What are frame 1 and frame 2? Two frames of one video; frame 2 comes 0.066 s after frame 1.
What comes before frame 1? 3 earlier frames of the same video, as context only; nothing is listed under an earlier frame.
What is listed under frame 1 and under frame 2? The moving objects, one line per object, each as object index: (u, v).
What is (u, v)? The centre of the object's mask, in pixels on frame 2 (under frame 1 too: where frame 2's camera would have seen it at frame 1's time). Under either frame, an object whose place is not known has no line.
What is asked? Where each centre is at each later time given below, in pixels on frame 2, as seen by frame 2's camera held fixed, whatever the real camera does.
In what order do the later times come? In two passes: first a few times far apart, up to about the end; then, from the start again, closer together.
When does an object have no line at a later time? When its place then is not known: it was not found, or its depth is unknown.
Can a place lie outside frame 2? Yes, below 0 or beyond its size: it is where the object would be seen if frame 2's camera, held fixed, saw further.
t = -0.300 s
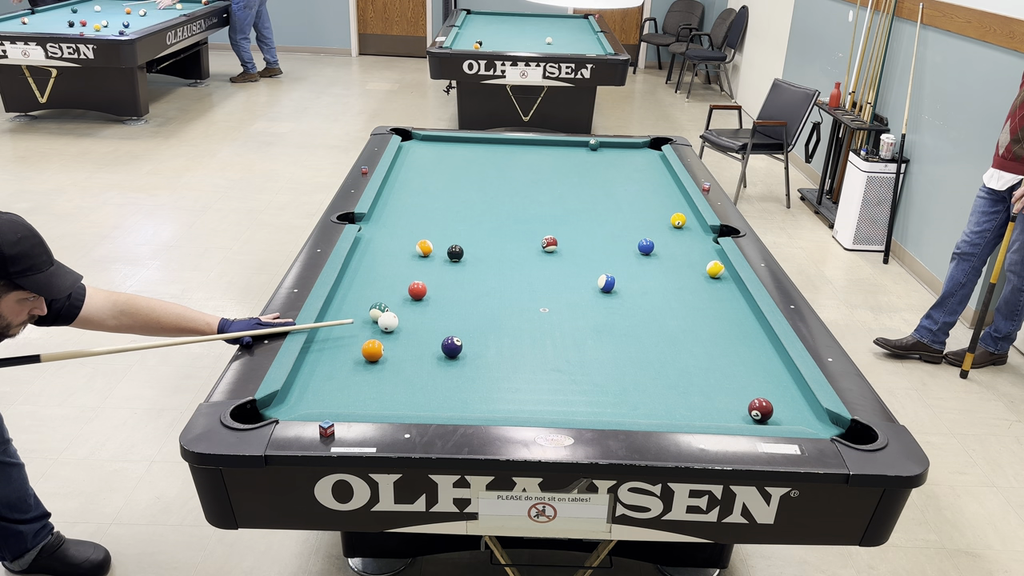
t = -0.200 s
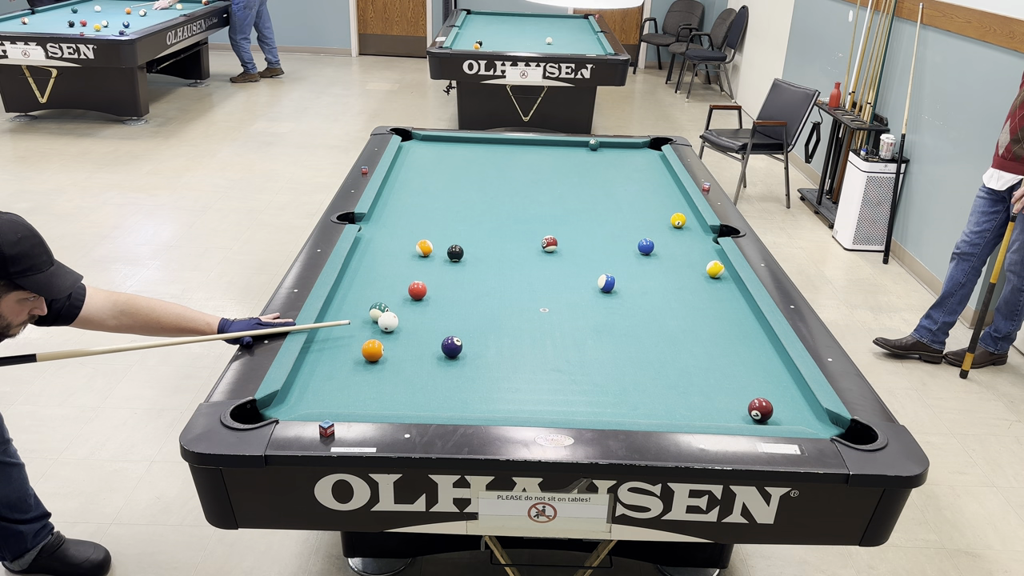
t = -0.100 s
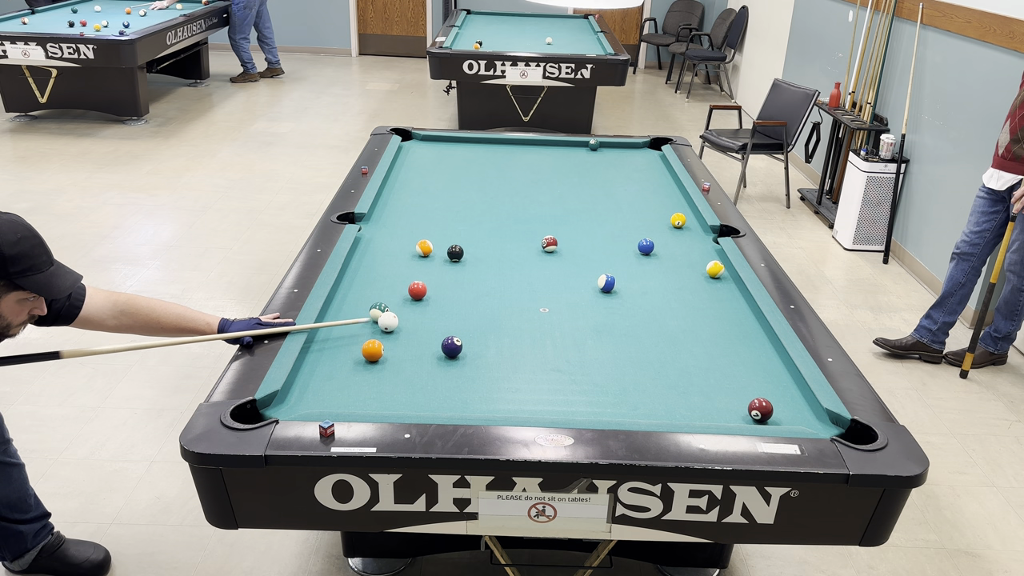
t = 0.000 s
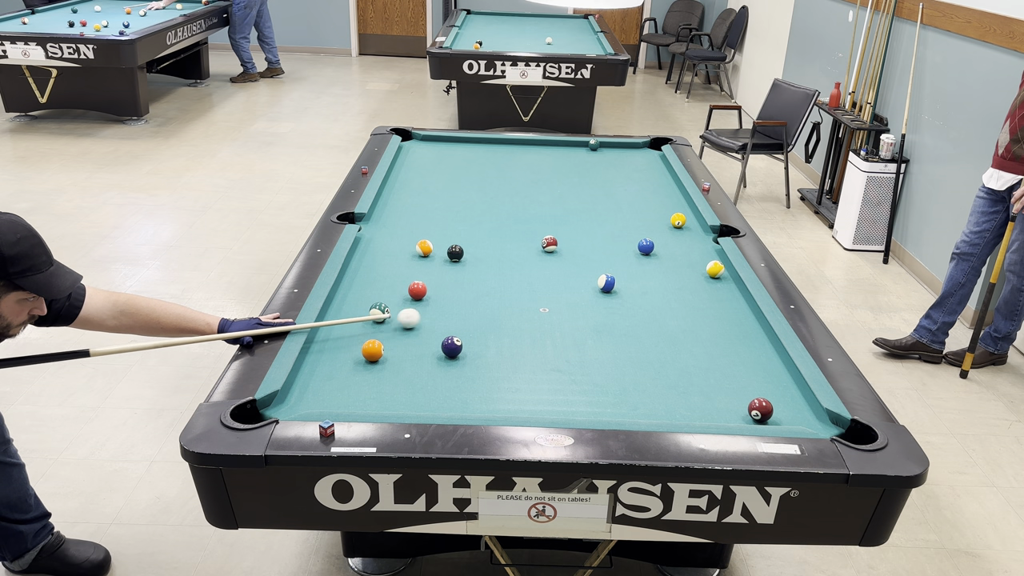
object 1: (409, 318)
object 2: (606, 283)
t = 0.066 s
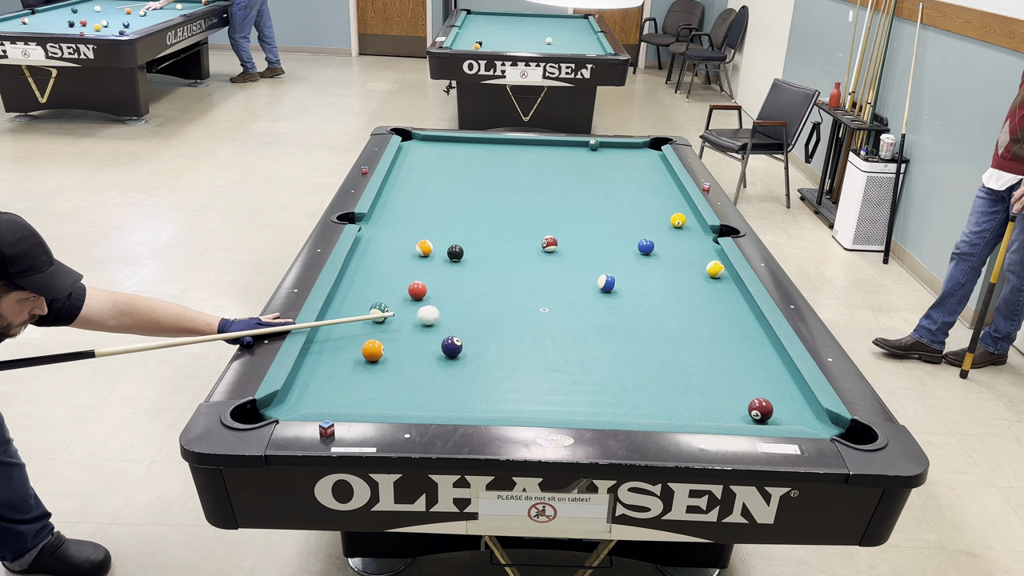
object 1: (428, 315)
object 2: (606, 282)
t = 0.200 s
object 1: (465, 309)
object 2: (606, 283)
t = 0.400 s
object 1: (518, 300)
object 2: (606, 283)
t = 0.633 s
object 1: (575, 291)
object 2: (606, 282)
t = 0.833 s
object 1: (609, 290)
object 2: (616, 276)
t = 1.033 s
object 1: (635, 294)
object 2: (630, 270)
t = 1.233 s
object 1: (660, 297)
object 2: (643, 263)
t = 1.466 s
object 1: (687, 301)
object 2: (657, 255)
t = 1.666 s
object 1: (710, 304)
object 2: (668, 249)
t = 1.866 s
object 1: (732, 306)
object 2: (678, 244)
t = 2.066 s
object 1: (750, 309)
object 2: (687, 239)
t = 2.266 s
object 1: (740, 310)
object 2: (695, 234)
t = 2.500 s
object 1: (729, 311)
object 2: (704, 229)
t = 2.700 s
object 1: (721, 311)
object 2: (704, 230)
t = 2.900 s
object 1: (713, 311)
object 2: (703, 232)
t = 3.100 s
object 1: (707, 311)
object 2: (702, 234)
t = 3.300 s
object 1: (702, 312)
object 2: (701, 235)
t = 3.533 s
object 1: (698, 312)
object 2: (700, 236)
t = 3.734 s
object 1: (695, 312)
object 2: (699, 237)
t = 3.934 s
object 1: (693, 312)
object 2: (699, 237)
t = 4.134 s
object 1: (692, 312)
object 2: (698, 237)
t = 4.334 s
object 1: (692, 312)
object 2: (698, 237)
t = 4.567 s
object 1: (692, 312)
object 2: (698, 238)
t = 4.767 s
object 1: (694, 314)
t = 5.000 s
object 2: (698, 238)
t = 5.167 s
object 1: (692, 312)
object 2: (698, 238)
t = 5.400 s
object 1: (692, 312)
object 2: (699, 237)
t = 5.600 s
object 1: (692, 312)
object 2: (698, 237)
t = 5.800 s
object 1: (692, 311)
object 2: (699, 237)
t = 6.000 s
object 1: (692, 312)
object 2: (698, 237)
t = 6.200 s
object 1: (692, 312)
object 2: (699, 237)
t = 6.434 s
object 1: (692, 312)
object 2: (699, 237)
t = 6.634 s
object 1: (692, 312)
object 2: (698, 237)
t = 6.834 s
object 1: (692, 312)
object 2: (699, 237)
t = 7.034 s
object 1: (692, 312)
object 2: (698, 237)
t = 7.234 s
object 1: (692, 311)
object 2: (698, 237)
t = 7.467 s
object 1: (692, 311)
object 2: (698, 237)
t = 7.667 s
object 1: (692, 311)
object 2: (698, 237)
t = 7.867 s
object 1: (692, 312)
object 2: (698, 237)
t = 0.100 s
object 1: (438, 313)
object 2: (606, 282)
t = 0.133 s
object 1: (447, 312)
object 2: (606, 283)
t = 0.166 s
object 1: (456, 310)
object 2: (606, 283)
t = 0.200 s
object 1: (465, 309)
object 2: (606, 283)
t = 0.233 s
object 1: (475, 307)
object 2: (606, 282)
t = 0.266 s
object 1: (484, 306)
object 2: (606, 282)
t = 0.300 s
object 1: (492, 305)
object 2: (606, 283)
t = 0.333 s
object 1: (501, 303)
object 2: (606, 283)
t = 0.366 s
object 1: (510, 302)
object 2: (606, 283)
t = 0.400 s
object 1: (518, 300)
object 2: (606, 283)
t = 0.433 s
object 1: (527, 299)
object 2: (606, 283)
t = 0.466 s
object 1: (535, 298)
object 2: (606, 282)
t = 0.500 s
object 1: (543, 297)
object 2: (606, 282)
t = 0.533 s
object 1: (551, 295)
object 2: (606, 282)
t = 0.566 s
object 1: (559, 294)
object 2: (606, 282)
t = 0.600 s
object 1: (567, 293)
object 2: (606, 282)
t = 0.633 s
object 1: (575, 291)
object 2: (606, 282)
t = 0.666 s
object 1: (583, 290)
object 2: (606, 282)
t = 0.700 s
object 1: (590, 289)
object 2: (606, 282)
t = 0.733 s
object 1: (597, 288)
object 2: (608, 281)
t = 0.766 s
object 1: (601, 289)
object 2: (611, 279)
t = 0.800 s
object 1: (605, 290)
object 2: (614, 278)
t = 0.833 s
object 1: (609, 290)
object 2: (616, 276)
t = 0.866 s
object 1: (614, 291)
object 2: (618, 275)
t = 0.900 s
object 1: (618, 291)
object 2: (621, 274)
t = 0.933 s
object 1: (622, 292)
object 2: (623, 273)
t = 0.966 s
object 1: (627, 292)
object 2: (625, 272)
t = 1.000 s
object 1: (631, 293)
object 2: (628, 271)
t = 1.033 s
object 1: (635, 294)
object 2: (630, 270)
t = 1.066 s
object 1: (639, 294)
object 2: (632, 269)
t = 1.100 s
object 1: (643, 295)
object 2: (635, 267)
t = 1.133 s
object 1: (647, 295)
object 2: (637, 266)
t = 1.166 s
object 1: (651, 296)
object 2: (639, 265)
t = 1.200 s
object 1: (656, 296)
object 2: (641, 264)
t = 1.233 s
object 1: (660, 297)
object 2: (643, 263)
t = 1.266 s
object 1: (664, 297)
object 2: (645, 261)
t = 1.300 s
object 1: (668, 298)
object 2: (647, 260)
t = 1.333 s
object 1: (672, 299)
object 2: (649, 260)
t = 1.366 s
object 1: (676, 299)
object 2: (651, 258)
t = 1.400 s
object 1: (680, 300)
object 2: (653, 257)
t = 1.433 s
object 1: (683, 300)
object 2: (655, 256)
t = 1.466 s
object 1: (687, 301)
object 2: (657, 255)
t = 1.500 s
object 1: (691, 301)
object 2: (659, 254)
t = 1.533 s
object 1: (695, 301)
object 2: (661, 253)
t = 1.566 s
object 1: (699, 302)
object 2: (663, 252)
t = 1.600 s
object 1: (703, 303)
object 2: (664, 251)
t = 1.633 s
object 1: (707, 303)
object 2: (666, 250)
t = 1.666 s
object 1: (710, 304)
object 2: (668, 249)
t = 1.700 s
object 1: (714, 304)
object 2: (669, 248)
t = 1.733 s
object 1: (718, 305)
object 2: (671, 247)
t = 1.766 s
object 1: (722, 305)
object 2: (673, 246)
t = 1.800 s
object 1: (725, 306)
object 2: (675, 246)
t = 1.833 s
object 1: (729, 306)
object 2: (676, 245)
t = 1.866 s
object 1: (732, 306)
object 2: (678, 244)
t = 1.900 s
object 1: (736, 307)
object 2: (679, 243)
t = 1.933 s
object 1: (740, 308)
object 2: (681, 242)
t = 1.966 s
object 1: (743, 308)
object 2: (683, 241)
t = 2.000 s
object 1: (747, 308)
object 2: (684, 240)
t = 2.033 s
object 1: (750, 309)
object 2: (686, 239)
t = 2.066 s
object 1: (750, 309)
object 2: (687, 239)
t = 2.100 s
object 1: (748, 309)
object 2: (689, 238)
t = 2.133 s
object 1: (746, 310)
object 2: (690, 237)
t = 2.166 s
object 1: (745, 310)
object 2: (691, 236)
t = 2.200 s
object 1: (743, 310)
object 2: (693, 236)
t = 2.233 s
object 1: (741, 310)
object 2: (694, 235)
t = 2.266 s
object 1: (740, 310)
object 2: (695, 234)
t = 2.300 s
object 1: (738, 310)
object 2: (697, 233)
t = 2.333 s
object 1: (736, 310)
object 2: (698, 233)
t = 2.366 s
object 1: (735, 310)
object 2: (700, 232)
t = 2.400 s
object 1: (733, 310)
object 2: (701, 231)
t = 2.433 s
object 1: (732, 310)
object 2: (702, 230)
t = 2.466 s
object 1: (730, 310)
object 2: (703, 230)
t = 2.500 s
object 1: (729, 311)
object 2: (704, 229)
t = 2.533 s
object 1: (727, 311)
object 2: (705, 228)
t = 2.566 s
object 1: (726, 311)
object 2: (705, 229)
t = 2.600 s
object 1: (725, 311)
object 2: (705, 229)
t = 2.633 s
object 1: (723, 311)
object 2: (705, 229)
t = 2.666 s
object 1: (722, 311)
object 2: (704, 230)
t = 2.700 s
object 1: (721, 311)
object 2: (704, 230)
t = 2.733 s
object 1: (719, 311)
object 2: (704, 230)
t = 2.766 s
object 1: (718, 311)
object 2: (704, 231)
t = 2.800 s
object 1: (717, 311)
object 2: (704, 231)
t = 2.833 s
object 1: (716, 311)
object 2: (704, 231)
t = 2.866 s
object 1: (714, 311)
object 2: (703, 232)
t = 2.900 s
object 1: (713, 311)
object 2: (703, 232)
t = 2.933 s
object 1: (712, 311)
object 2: (703, 232)
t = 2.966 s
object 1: (711, 311)
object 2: (703, 233)
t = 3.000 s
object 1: (710, 311)
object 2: (703, 233)
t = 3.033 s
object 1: (709, 311)
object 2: (703, 233)
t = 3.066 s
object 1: (708, 311)
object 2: (703, 233)
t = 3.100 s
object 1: (707, 311)
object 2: (702, 234)
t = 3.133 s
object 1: (706, 311)
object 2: (702, 234)
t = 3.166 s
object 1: (705, 311)
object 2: (702, 234)
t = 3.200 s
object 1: (705, 311)
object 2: (702, 234)
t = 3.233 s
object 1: (704, 311)
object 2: (701, 234)
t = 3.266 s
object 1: (703, 311)
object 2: (701, 235)
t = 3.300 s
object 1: (702, 312)
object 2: (701, 235)
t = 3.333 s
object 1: (702, 311)
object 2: (701, 235)
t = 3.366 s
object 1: (701, 312)
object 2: (701, 235)
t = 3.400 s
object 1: (700, 312)
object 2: (700, 235)
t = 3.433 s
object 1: (699, 312)
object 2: (700, 236)
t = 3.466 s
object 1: (699, 312)
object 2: (700, 236)
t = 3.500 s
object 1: (698, 312)
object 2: (700, 236)
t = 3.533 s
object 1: (698, 312)
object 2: (700, 236)
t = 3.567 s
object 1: (697, 312)
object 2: (699, 236)
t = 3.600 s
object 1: (697, 312)
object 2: (699, 236)
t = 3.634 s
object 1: (696, 312)
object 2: (699, 237)
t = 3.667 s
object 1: (696, 312)
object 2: (699, 237)
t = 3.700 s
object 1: (695, 312)
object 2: (699, 237)
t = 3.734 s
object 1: (695, 312)
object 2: (699, 237)
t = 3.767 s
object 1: (694, 312)
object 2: (699, 237)
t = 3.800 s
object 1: (694, 312)
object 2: (699, 237)
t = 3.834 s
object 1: (694, 312)
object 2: (699, 237)
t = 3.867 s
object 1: (693, 312)
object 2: (698, 237)
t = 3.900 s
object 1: (693, 312)
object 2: (698, 237)
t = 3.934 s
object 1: (693, 312)
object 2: (699, 237)
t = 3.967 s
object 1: (693, 312)
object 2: (698, 237)
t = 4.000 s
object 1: (692, 312)
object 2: (698, 237)
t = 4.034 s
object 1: (692, 312)
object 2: (699, 237)
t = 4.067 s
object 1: (692, 312)
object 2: (698, 237)
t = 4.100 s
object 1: (692, 312)
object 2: (698, 237)
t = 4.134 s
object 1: (692, 312)
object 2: (698, 237)
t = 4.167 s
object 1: (692, 312)
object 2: (698, 237)
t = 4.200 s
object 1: (692, 312)
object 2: (698, 237)
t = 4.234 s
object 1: (692, 312)
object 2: (699, 237)
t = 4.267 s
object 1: (692, 312)
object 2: (698, 237)
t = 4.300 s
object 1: (692, 312)
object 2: (698, 237)
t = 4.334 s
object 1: (692, 312)
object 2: (698, 237)
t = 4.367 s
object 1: (692, 312)
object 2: (698, 237)
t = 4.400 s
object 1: (692, 312)
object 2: (698, 237)
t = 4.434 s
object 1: (692, 312)
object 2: (698, 237)
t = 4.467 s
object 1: (692, 312)
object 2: (698, 238)
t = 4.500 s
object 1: (692, 312)
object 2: (698, 238)
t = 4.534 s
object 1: (692, 312)
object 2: (698, 238)
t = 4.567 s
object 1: (692, 312)
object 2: (698, 238)
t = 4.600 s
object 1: (692, 312)
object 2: (698, 237)
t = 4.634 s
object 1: (692, 312)
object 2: (698, 237)
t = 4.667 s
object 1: (692, 312)
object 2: (698, 238)
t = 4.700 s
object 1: (692, 312)
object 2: (698, 238)
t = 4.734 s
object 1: (692, 312)
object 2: (698, 238)
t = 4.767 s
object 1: (694, 314)
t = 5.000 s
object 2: (698, 238)
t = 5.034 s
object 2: (698, 238)
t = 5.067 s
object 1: (691, 311)
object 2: (698, 238)
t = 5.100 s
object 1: (692, 312)
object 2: (698, 238)
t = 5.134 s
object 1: (692, 312)
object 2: (698, 238)
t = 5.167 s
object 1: (692, 312)
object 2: (698, 238)
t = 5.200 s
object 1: (692, 312)
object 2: (698, 238)
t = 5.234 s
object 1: (692, 312)
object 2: (698, 237)
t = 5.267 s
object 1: (692, 312)
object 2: (698, 237)
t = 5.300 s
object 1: (692, 312)
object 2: (698, 237)
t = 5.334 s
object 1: (692, 312)
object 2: (699, 237)
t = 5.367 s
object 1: (692, 312)
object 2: (698, 237)
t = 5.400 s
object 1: (692, 312)
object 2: (699, 237)
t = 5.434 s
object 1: (692, 312)
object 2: (699, 237)
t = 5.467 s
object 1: (692, 312)
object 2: (698, 237)
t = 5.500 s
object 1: (692, 312)
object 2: (698, 237)
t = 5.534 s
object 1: (692, 312)
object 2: (698, 237)
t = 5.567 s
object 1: (692, 312)
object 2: (698, 237)
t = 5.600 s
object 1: (692, 312)
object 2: (698, 237)
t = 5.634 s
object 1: (692, 312)
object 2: (698, 237)
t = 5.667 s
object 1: (692, 312)
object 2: (698, 237)
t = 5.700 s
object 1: (692, 312)
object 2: (698, 237)
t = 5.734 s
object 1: (692, 312)
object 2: (698, 237)
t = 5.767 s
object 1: (692, 311)
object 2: (698, 237)
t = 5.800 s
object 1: (692, 311)
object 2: (699, 237)
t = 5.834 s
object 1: (692, 312)
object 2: (699, 237)
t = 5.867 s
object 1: (692, 312)
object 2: (698, 237)
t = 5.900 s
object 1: (692, 312)
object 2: (699, 237)
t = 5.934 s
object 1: (692, 312)
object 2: (698, 237)
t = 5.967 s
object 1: (692, 312)
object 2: (698, 237)
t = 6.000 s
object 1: (692, 312)
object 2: (698, 237)
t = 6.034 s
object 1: (692, 312)
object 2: (699, 237)
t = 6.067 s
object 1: (692, 312)
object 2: (699, 237)
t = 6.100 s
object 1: (692, 312)
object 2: (698, 237)
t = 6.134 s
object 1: (692, 312)
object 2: (698, 237)
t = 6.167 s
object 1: (692, 312)
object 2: (698, 237)
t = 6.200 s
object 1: (692, 312)
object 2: (699, 237)
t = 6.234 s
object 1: (692, 312)
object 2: (698, 237)
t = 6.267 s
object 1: (692, 312)
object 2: (699, 237)
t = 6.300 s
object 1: (692, 312)
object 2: (698, 237)
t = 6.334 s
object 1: (692, 312)
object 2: (698, 237)
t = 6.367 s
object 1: (692, 312)
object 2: (699, 237)
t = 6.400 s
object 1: (692, 312)
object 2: (698, 237)
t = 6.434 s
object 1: (692, 312)
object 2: (699, 237)
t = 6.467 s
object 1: (692, 312)
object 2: (698, 237)
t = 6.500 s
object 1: (692, 312)
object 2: (698, 237)
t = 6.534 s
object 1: (692, 312)
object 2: (698, 237)
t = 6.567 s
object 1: (692, 312)
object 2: (698, 237)
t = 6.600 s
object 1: (692, 312)
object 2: (699, 237)
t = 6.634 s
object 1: (692, 312)
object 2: (698, 237)
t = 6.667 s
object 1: (692, 312)
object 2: (698, 237)
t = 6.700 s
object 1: (692, 312)
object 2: (698, 237)
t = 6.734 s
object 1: (692, 312)
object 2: (698, 237)
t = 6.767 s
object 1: (692, 312)
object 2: (699, 237)
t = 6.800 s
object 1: (692, 312)
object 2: (698, 237)
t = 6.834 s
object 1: (692, 312)
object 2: (699, 237)
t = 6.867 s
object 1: (692, 312)
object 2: (699, 237)
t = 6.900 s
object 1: (692, 312)
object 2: (698, 237)
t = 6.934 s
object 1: (692, 312)
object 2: (698, 237)
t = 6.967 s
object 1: (692, 311)
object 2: (698, 237)
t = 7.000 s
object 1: (692, 312)
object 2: (698, 237)
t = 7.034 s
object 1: (692, 312)
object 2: (698, 237)
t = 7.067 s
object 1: (692, 312)
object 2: (698, 237)
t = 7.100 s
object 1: (692, 312)
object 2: (698, 237)
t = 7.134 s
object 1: (692, 312)
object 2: (698, 237)
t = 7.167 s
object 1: (692, 312)
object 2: (698, 237)
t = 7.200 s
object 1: (692, 312)
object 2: (698, 237)
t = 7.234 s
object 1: (692, 311)
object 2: (698, 237)
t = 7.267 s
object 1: (692, 312)
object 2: (698, 237)
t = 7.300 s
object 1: (692, 312)
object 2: (698, 237)
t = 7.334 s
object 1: (692, 312)
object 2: (699, 237)
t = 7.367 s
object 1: (692, 312)
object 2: (698, 237)
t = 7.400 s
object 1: (692, 312)
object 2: (698, 237)
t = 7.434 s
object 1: (692, 312)
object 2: (698, 237)
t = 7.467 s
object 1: (692, 311)
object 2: (698, 237)
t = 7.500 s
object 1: (692, 312)
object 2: (699, 237)
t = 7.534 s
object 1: (692, 312)
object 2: (699, 237)
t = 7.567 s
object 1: (692, 312)
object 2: (698, 237)
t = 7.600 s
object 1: (692, 312)
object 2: (698, 237)
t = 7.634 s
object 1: (692, 312)
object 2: (699, 237)
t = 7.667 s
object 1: (692, 311)
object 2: (698, 237)
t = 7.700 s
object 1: (692, 312)
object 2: (698, 237)
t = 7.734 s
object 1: (692, 312)
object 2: (698, 237)
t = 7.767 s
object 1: (692, 312)
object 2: (699, 237)
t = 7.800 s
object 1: (692, 312)
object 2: (698, 237)
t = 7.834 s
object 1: (692, 312)
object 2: (698, 237)
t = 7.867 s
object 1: (692, 312)
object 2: (698, 237)
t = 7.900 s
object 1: (692, 312)
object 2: (699, 237)
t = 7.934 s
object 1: (692, 312)
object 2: (699, 237)
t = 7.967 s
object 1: (692, 312)
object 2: (698, 237)
